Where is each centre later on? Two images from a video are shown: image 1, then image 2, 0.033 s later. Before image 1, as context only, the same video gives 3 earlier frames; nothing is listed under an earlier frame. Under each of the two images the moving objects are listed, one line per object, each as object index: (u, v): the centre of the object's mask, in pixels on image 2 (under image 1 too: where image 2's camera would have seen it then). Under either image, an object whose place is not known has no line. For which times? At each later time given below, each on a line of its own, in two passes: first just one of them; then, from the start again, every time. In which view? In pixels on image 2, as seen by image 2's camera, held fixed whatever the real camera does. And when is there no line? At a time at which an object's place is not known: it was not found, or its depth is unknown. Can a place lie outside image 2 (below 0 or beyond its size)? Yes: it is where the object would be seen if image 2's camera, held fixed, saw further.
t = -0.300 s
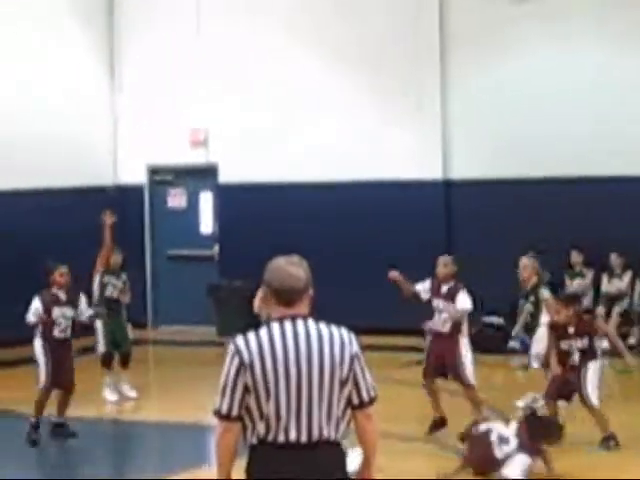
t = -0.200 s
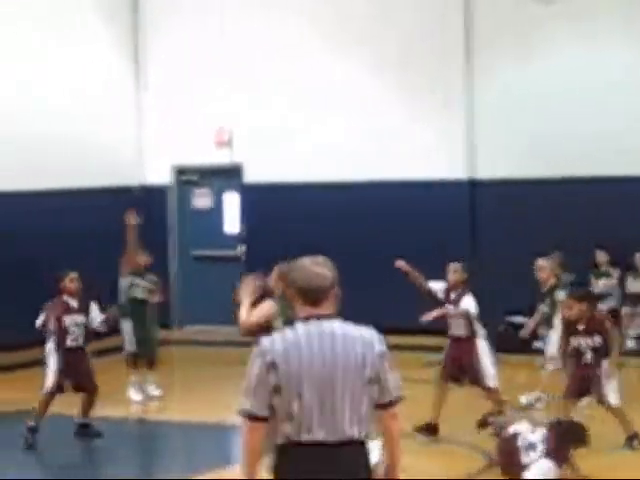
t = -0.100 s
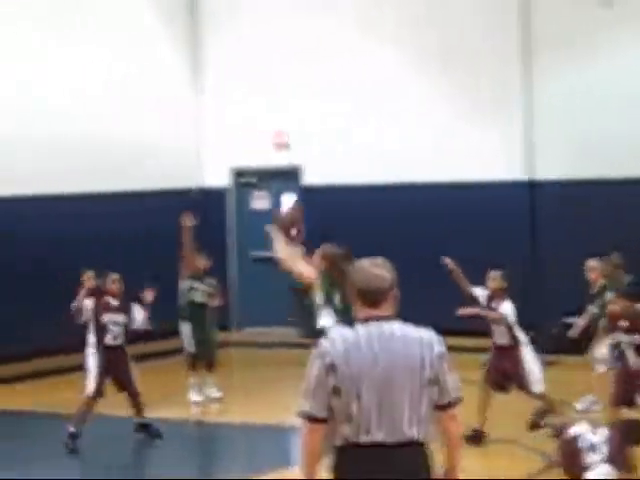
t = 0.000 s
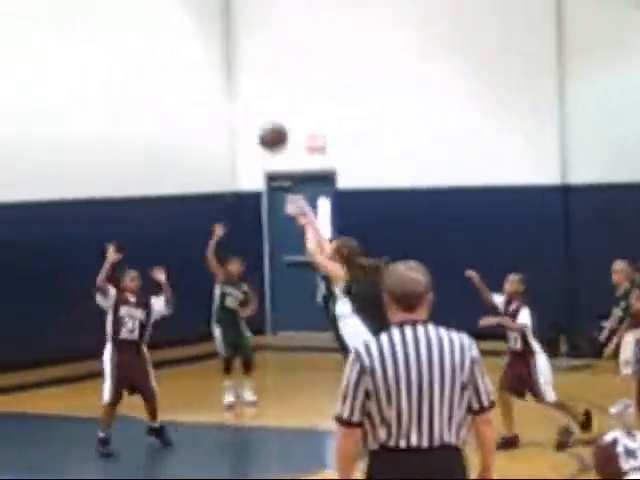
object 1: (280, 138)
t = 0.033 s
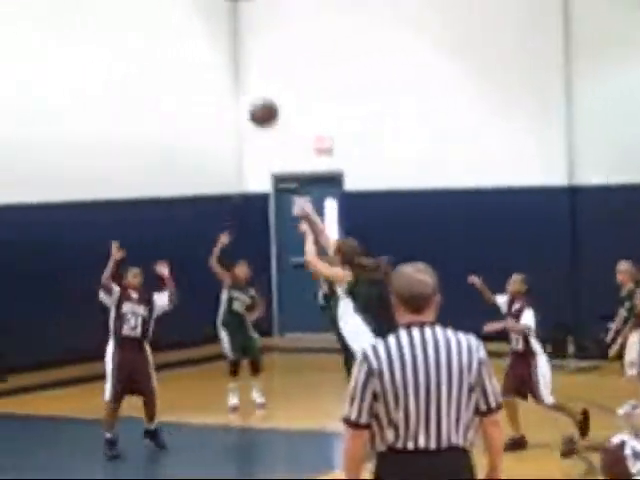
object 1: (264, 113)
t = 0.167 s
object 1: (201, 28)
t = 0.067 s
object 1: (247, 89)
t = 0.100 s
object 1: (232, 68)
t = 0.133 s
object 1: (217, 47)
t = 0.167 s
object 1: (201, 28)
